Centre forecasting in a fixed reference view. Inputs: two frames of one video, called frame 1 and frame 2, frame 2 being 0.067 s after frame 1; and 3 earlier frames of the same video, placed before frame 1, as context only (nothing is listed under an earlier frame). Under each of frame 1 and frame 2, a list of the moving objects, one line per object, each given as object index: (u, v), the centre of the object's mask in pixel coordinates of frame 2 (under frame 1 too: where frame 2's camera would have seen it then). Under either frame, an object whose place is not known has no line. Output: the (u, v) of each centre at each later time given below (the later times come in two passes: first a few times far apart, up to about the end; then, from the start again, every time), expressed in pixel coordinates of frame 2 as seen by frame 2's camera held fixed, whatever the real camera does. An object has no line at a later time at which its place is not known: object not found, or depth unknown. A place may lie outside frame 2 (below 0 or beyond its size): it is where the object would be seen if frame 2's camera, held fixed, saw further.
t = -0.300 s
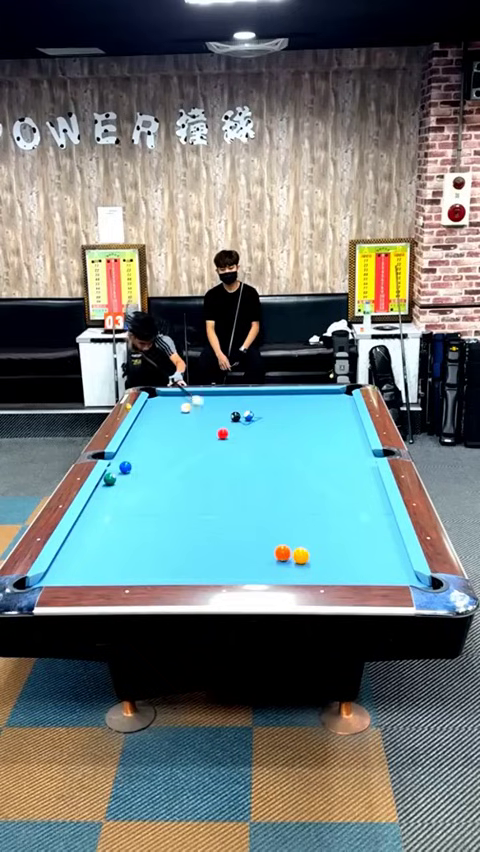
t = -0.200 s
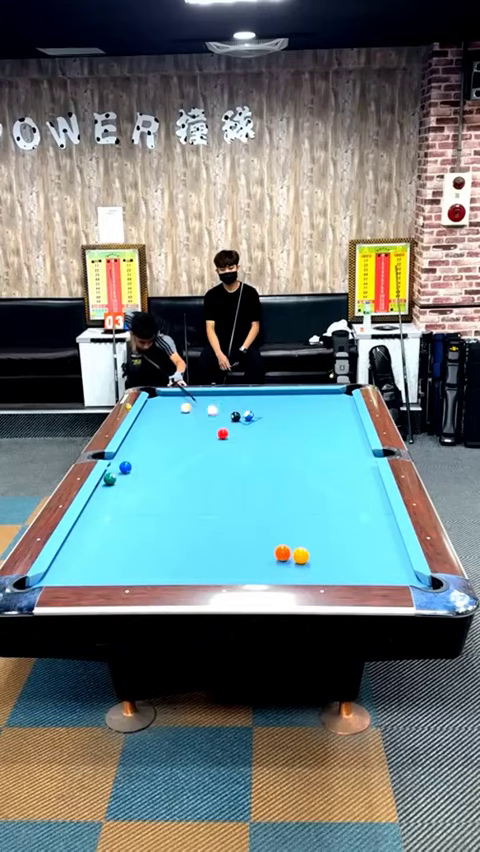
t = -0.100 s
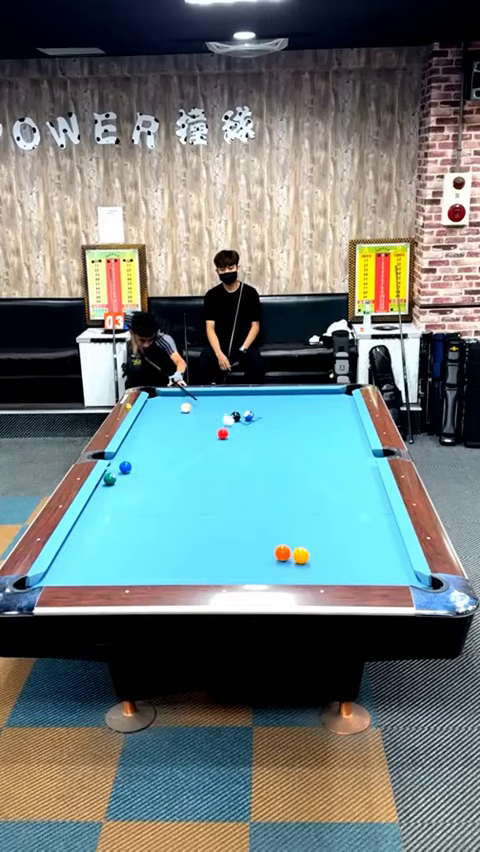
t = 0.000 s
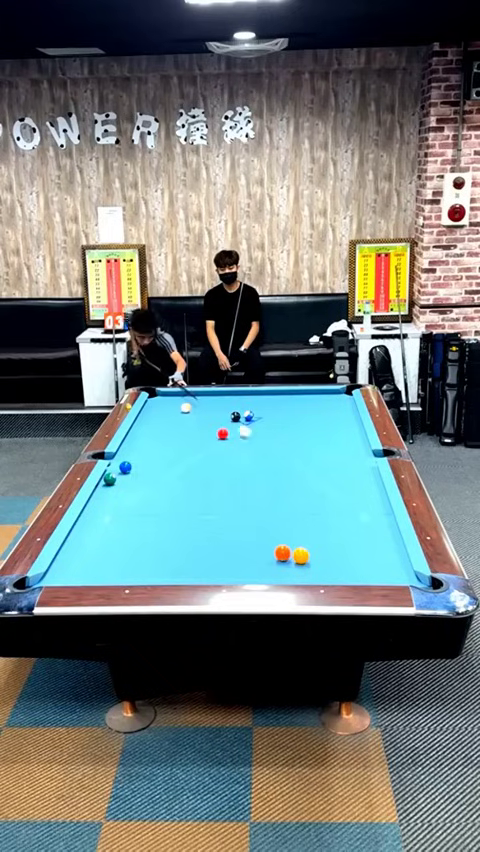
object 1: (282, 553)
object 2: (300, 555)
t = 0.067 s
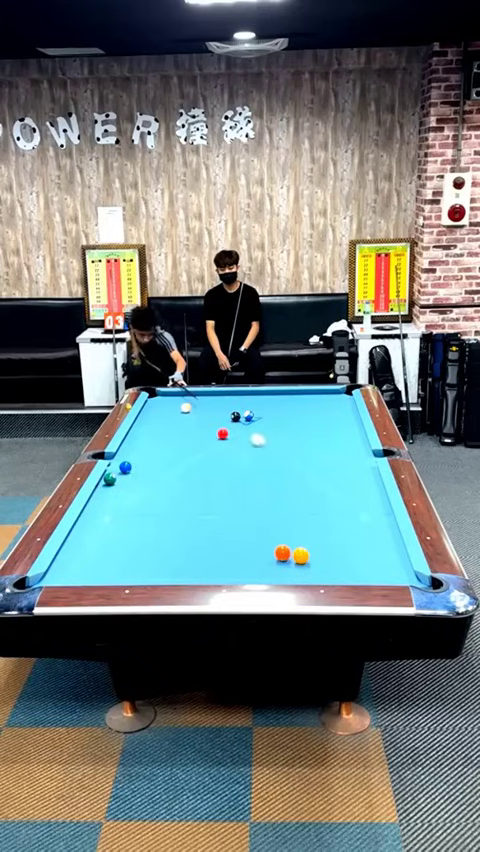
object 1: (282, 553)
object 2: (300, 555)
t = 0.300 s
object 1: (282, 553)
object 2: (300, 555)
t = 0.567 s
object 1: (282, 553)
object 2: (300, 555)
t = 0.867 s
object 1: (282, 553)
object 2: (300, 555)
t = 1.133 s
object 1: (267, 551)
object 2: (295, 557)
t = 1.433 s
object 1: (227, 545)
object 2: (293, 562)
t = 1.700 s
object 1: (195, 540)
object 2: (291, 566)
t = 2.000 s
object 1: (161, 536)
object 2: (289, 570)
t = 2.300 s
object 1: (130, 532)
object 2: (287, 572)
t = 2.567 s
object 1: (104, 529)
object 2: (287, 574)
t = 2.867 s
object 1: (80, 526)
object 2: (287, 574)
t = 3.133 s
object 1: (95, 524)
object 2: (287, 574)
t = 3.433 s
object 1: (108, 522)
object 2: (287, 574)
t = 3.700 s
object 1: (119, 521)
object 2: (287, 574)
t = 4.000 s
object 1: (129, 520)
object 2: (287, 574)
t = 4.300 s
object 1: (137, 520)
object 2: (287, 574)
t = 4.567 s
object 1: (142, 519)
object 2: (287, 574)
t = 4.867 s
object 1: (146, 519)
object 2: (287, 574)
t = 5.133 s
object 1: (148, 519)
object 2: (287, 574)
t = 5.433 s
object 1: (149, 519)
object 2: (287, 574)
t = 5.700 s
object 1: (149, 519)
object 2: (287, 574)
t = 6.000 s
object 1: (149, 519)
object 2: (287, 574)
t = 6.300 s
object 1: (149, 519)
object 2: (287, 574)
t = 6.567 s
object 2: (287, 574)
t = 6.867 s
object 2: (287, 574)
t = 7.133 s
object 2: (287, 574)
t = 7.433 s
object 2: (287, 574)
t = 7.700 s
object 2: (287, 574)
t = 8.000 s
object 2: (287, 574)
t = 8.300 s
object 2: (287, 574)
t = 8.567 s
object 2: (287, 574)
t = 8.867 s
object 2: (287, 574)
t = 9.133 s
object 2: (287, 574)
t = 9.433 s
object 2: (287, 574)
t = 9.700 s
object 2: (287, 574)
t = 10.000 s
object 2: (287, 574)
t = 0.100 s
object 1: (282, 553)
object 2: (300, 555)
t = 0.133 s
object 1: (282, 553)
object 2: (300, 555)
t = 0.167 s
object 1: (282, 553)
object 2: (300, 555)
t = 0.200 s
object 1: (282, 553)
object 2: (300, 555)
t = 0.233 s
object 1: (282, 553)
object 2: (300, 555)
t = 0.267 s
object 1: (282, 553)
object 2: (300, 555)
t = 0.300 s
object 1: (282, 553)
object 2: (300, 555)
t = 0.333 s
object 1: (282, 553)
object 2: (300, 555)
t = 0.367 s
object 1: (282, 553)
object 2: (300, 555)
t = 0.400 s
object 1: (282, 553)
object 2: (300, 555)
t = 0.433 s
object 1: (282, 553)
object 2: (300, 555)
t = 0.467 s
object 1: (282, 553)
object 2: (300, 555)
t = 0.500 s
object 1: (282, 553)
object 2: (300, 555)
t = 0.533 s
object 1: (282, 553)
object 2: (300, 555)
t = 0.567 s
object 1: (282, 553)
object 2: (300, 555)
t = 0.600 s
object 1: (282, 553)
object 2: (300, 555)
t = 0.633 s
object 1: (282, 553)
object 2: (300, 555)
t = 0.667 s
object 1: (282, 553)
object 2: (300, 555)
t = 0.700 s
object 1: (282, 553)
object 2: (300, 555)
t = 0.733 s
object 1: (282, 553)
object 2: (300, 555)
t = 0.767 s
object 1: (282, 553)
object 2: (300, 555)
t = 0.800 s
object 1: (282, 553)
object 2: (300, 555)
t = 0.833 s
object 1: (282, 553)
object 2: (300, 555)
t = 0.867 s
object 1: (282, 553)
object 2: (300, 555)
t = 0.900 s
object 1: (282, 553)
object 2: (300, 555)
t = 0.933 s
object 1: (282, 553)
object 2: (300, 555)
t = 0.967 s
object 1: (282, 553)
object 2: (300, 555)
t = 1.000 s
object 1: (282, 553)
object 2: (300, 555)
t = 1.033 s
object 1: (282, 553)
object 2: (300, 555)
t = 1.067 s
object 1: (278, 552)
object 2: (296, 555)
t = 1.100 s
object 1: (272, 552)
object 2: (296, 556)
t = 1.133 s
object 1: (267, 551)
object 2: (295, 557)
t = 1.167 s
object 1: (263, 550)
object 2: (295, 557)
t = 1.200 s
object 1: (258, 550)
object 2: (295, 558)
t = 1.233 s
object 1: (253, 549)
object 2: (295, 558)
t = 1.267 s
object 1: (249, 548)
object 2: (294, 559)
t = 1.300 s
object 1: (245, 548)
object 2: (295, 560)
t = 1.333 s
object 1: (241, 547)
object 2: (294, 561)
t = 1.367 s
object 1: (236, 546)
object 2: (294, 561)
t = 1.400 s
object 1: (231, 546)
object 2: (293, 562)
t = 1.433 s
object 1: (227, 545)
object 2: (293, 562)
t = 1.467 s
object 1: (223, 545)
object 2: (293, 563)
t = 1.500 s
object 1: (219, 544)
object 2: (292, 564)
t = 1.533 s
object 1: (215, 543)
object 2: (292, 564)
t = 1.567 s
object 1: (211, 543)
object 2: (292, 565)
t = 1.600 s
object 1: (207, 542)
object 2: (292, 565)
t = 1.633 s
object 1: (203, 542)
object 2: (291, 566)
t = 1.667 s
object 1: (199, 541)
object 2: (291, 566)
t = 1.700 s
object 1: (195, 540)
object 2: (291, 566)
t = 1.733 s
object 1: (191, 540)
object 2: (291, 567)
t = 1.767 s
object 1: (187, 540)
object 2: (290, 567)
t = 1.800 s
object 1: (184, 539)
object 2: (290, 568)
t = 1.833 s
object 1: (179, 539)
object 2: (290, 568)
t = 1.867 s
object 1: (176, 538)
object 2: (290, 568)
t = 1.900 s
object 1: (172, 538)
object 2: (290, 569)
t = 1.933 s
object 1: (168, 537)
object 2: (290, 569)
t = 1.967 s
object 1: (165, 537)
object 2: (290, 570)
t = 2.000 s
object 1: (161, 536)
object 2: (289, 570)
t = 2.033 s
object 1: (158, 536)
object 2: (289, 570)
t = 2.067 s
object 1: (154, 535)
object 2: (289, 571)
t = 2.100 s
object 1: (150, 535)
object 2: (288, 571)
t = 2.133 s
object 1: (147, 534)
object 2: (289, 571)
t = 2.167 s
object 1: (143, 534)
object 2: (288, 571)
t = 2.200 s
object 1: (140, 533)
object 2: (288, 571)
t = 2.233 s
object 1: (136, 532)
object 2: (288, 572)
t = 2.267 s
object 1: (133, 532)
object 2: (288, 572)
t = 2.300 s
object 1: (130, 532)
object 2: (287, 572)
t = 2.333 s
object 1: (126, 532)
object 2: (288, 572)
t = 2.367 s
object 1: (123, 531)
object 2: (287, 573)
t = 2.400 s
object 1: (120, 531)
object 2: (287, 573)
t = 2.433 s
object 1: (117, 530)
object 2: (287, 573)
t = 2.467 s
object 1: (114, 530)
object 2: (287, 573)
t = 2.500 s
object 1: (110, 530)
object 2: (287, 573)
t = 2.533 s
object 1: (107, 529)
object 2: (287, 574)
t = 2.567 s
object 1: (104, 529)
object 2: (287, 574)
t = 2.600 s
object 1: (101, 528)
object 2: (287, 574)
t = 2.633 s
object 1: (98, 528)
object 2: (287, 574)
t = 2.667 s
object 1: (95, 527)
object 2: (287, 574)
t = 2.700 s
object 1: (92, 527)
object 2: (287, 574)
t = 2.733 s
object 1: (88, 527)
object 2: (287, 574)
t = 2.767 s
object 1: (85, 527)
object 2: (287, 574)
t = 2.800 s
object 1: (83, 526)
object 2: (287, 574)
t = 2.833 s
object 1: (80, 526)
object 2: (287, 574)
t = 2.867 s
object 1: (80, 526)
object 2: (287, 574)
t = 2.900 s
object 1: (82, 525)
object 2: (287, 574)
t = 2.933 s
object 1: (84, 525)
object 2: (287, 574)
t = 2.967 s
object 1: (86, 525)
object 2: (287, 574)
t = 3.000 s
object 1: (87, 525)
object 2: (287, 574)
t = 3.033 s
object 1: (89, 525)
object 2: (287, 574)
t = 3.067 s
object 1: (91, 524)
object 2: (287, 574)
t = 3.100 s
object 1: (93, 524)
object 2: (287, 574)
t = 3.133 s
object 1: (95, 524)
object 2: (287, 574)
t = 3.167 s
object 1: (96, 524)
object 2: (287, 574)
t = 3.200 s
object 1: (98, 524)
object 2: (287, 574)
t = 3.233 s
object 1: (99, 523)
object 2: (287, 574)
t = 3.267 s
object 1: (101, 523)
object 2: (287, 574)
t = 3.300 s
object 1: (102, 523)
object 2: (287, 574)
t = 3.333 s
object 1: (104, 523)
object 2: (287, 574)
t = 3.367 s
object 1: (105, 523)
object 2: (287, 574)
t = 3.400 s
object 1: (107, 522)
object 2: (287, 574)
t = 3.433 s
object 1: (108, 522)
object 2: (287, 574)
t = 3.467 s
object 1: (110, 522)
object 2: (287, 574)
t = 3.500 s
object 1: (111, 522)
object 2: (287, 574)
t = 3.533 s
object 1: (112, 522)
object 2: (287, 574)
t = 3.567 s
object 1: (114, 522)
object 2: (287, 574)
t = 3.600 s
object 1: (115, 522)
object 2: (287, 574)
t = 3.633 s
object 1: (116, 522)
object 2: (287, 574)
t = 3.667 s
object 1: (118, 521)
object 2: (287, 574)
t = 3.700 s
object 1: (119, 521)
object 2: (287, 574)
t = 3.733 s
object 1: (120, 521)
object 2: (287, 574)
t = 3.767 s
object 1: (121, 521)
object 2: (287, 574)
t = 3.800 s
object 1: (123, 521)
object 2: (287, 574)
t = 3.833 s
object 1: (124, 521)
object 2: (287, 574)
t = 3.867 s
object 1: (125, 521)
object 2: (287, 574)
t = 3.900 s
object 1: (126, 521)
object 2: (287, 574)
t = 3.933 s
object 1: (127, 521)
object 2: (287, 574)
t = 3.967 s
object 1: (128, 520)
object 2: (287, 574)
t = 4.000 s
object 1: (129, 520)
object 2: (287, 574)
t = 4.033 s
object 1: (130, 520)
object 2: (287, 574)
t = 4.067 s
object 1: (131, 520)
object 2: (287, 574)
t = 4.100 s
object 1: (132, 520)
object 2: (287, 574)
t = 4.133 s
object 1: (133, 520)
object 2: (287, 574)
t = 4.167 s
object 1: (133, 520)
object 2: (287, 574)
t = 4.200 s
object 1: (134, 520)
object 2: (287, 574)
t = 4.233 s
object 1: (135, 520)
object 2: (287, 574)
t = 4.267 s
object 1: (136, 520)
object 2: (287, 574)
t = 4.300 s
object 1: (137, 520)
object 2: (287, 574)
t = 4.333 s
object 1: (138, 520)
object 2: (287, 574)
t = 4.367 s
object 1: (138, 519)
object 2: (287, 574)
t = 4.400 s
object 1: (139, 519)
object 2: (287, 574)
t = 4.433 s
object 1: (140, 519)
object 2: (287, 574)
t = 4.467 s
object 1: (140, 519)
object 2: (287, 574)
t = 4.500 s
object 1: (141, 519)
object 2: (287, 574)
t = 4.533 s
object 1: (142, 519)
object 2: (287, 574)
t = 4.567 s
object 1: (142, 519)
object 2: (287, 574)
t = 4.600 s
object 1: (143, 519)
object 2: (287, 574)
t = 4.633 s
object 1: (143, 519)
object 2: (287, 574)
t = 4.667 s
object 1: (144, 519)
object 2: (287, 574)
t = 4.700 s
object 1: (144, 519)
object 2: (287, 574)
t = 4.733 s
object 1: (144, 519)
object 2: (287, 574)
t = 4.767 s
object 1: (145, 519)
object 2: (287, 574)
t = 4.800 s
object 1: (146, 519)
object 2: (287, 574)
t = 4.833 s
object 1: (146, 519)
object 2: (287, 574)
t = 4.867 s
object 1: (146, 519)
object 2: (287, 574)
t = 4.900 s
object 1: (147, 519)
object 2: (287, 574)
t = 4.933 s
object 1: (147, 519)
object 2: (287, 574)
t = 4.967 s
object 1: (147, 519)
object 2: (287, 574)
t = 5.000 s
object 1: (148, 519)
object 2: (287, 574)
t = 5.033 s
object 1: (148, 519)
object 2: (287, 574)
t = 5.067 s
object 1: (148, 519)
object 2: (287, 574)
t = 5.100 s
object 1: (148, 519)
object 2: (287, 574)
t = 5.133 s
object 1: (148, 519)
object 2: (287, 574)
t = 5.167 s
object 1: (149, 519)
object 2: (287, 574)
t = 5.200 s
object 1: (149, 519)
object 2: (287, 574)
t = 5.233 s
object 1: (149, 519)
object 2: (287, 574)
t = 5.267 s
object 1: (149, 519)
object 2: (287, 574)
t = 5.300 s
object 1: (149, 519)
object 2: (287, 574)
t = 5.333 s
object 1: (149, 519)
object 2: (287, 574)
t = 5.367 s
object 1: (149, 519)
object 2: (287, 574)
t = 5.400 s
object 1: (149, 519)
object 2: (287, 574)
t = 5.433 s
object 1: (149, 519)
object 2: (287, 574)
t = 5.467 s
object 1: (149, 519)
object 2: (287, 574)
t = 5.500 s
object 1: (149, 519)
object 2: (287, 574)
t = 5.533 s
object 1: (149, 519)
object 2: (287, 574)
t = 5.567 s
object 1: (149, 519)
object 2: (287, 574)
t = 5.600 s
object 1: (149, 519)
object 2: (287, 574)
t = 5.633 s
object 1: (149, 519)
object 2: (287, 574)
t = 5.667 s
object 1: (149, 519)
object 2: (287, 574)
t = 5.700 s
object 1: (149, 519)
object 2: (287, 574)
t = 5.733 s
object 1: (149, 519)
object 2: (287, 574)
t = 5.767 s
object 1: (149, 519)
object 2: (287, 574)
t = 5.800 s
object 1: (149, 519)
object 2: (287, 574)
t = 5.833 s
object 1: (149, 519)
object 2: (287, 574)
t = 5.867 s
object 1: (149, 519)
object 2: (287, 574)
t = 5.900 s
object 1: (149, 519)
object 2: (287, 574)
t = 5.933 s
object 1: (149, 519)
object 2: (287, 574)
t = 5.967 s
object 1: (149, 519)
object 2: (287, 574)
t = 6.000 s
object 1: (149, 519)
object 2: (287, 574)
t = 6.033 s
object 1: (149, 519)
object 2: (287, 574)
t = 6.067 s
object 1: (149, 519)
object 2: (287, 574)
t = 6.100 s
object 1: (149, 519)
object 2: (287, 574)
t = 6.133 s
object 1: (149, 519)
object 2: (287, 574)
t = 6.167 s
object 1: (149, 519)
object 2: (287, 574)
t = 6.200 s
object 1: (149, 519)
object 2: (287, 574)
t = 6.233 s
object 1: (149, 519)
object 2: (287, 574)
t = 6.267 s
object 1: (149, 519)
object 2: (287, 574)
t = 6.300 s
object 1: (149, 519)
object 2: (287, 574)
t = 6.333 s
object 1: (149, 519)
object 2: (287, 574)
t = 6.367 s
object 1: (149, 519)
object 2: (287, 574)
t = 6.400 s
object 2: (287, 574)
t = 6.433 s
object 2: (287, 574)
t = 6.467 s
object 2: (287, 574)
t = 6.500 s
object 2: (287, 574)
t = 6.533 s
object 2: (287, 574)
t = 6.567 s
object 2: (287, 574)
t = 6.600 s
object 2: (287, 574)
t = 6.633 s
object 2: (287, 574)
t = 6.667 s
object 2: (287, 574)
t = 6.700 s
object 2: (287, 574)
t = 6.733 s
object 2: (287, 574)
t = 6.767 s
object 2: (287, 574)
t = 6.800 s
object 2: (287, 574)
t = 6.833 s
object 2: (287, 574)
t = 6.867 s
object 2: (287, 574)
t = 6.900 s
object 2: (287, 574)
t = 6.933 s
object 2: (287, 574)
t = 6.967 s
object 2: (287, 574)
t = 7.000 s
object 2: (287, 574)
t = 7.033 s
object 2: (287, 574)
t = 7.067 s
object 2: (287, 574)
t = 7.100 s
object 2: (287, 574)
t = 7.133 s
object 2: (287, 574)
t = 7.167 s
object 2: (287, 574)
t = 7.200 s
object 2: (287, 574)
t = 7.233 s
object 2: (287, 574)
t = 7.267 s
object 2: (287, 574)
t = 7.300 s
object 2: (287, 574)
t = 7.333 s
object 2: (287, 574)
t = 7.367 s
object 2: (287, 574)
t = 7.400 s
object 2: (287, 574)
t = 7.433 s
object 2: (287, 574)
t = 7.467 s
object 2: (287, 574)
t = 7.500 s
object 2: (287, 574)
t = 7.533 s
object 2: (287, 574)
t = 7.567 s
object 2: (287, 574)
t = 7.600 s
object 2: (287, 574)
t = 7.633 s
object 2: (287, 574)
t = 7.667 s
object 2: (287, 574)
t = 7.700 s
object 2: (287, 574)
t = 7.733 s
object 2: (287, 574)
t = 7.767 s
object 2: (287, 574)
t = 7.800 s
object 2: (287, 574)
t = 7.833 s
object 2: (287, 574)
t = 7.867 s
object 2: (287, 574)
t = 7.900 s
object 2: (287, 574)
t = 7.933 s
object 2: (287, 574)
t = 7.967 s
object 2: (287, 574)
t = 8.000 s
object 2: (287, 574)
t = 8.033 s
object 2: (287, 574)
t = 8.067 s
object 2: (287, 574)
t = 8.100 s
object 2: (287, 574)
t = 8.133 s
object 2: (287, 574)
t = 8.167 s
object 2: (287, 574)
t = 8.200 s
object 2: (287, 574)
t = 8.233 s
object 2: (287, 574)
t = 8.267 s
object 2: (287, 574)
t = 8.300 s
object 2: (287, 574)
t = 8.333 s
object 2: (287, 574)
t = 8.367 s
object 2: (287, 574)
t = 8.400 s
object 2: (287, 574)
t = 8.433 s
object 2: (287, 574)
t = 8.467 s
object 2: (287, 574)
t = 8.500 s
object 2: (287, 574)
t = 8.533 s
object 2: (287, 574)
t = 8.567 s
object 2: (287, 574)
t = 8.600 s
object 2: (287, 574)
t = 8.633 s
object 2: (287, 574)
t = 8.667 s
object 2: (287, 574)
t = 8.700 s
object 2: (287, 574)
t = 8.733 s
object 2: (287, 574)
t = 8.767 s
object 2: (287, 574)
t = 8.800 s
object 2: (287, 574)
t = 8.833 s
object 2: (287, 574)
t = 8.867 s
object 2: (287, 574)
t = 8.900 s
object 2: (287, 574)
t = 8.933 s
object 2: (287, 574)
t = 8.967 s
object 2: (287, 574)
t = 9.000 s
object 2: (287, 574)
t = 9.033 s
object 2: (287, 574)
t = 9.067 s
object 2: (287, 574)
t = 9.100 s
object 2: (287, 574)
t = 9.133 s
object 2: (287, 574)
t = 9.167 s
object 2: (287, 574)
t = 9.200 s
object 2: (287, 574)
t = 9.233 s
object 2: (287, 574)
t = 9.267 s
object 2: (287, 574)
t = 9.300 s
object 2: (287, 574)
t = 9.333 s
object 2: (287, 574)
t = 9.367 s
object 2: (287, 574)
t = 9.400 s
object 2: (287, 574)
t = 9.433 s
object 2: (287, 574)
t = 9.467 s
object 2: (287, 574)
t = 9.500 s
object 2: (287, 574)
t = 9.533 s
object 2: (287, 574)
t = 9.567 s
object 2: (287, 574)
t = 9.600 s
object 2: (287, 574)
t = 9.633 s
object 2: (287, 574)
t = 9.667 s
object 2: (287, 574)
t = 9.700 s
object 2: (287, 574)
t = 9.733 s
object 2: (287, 574)
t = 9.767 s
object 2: (287, 574)
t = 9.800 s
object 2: (287, 574)
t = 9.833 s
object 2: (287, 574)
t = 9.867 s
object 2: (287, 574)
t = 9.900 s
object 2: (287, 574)
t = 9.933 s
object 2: (287, 574)
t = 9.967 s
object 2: (287, 574)
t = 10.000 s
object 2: (287, 574)
